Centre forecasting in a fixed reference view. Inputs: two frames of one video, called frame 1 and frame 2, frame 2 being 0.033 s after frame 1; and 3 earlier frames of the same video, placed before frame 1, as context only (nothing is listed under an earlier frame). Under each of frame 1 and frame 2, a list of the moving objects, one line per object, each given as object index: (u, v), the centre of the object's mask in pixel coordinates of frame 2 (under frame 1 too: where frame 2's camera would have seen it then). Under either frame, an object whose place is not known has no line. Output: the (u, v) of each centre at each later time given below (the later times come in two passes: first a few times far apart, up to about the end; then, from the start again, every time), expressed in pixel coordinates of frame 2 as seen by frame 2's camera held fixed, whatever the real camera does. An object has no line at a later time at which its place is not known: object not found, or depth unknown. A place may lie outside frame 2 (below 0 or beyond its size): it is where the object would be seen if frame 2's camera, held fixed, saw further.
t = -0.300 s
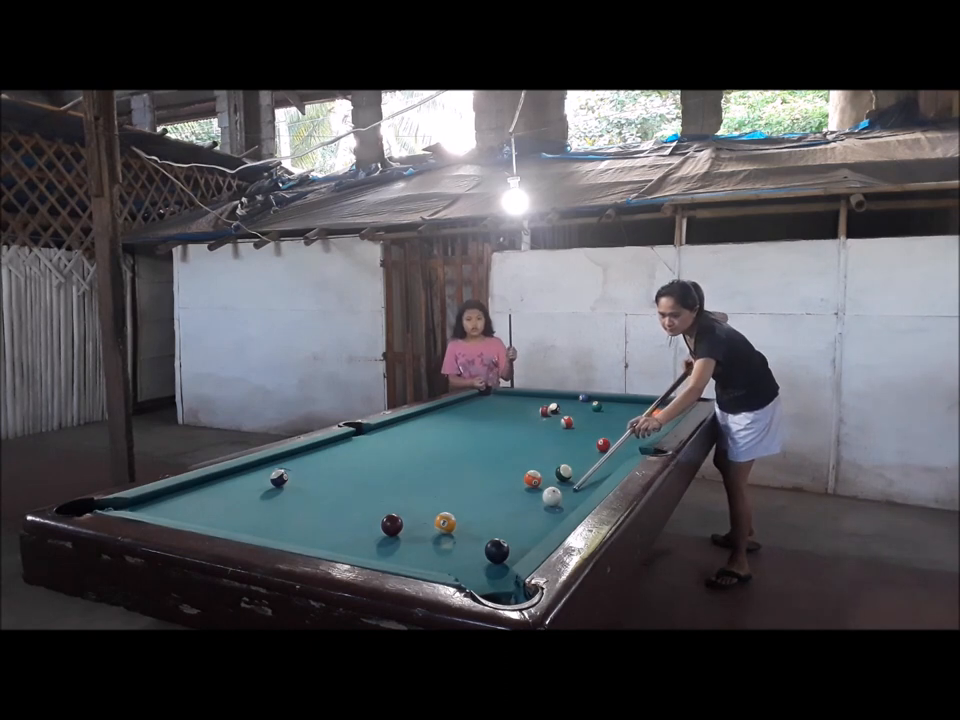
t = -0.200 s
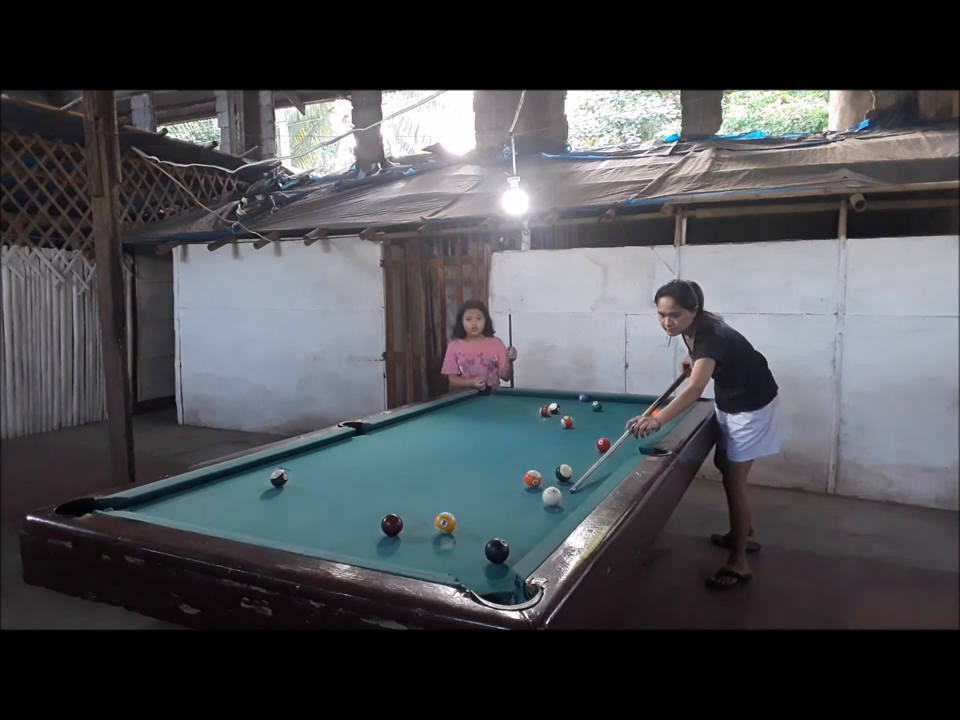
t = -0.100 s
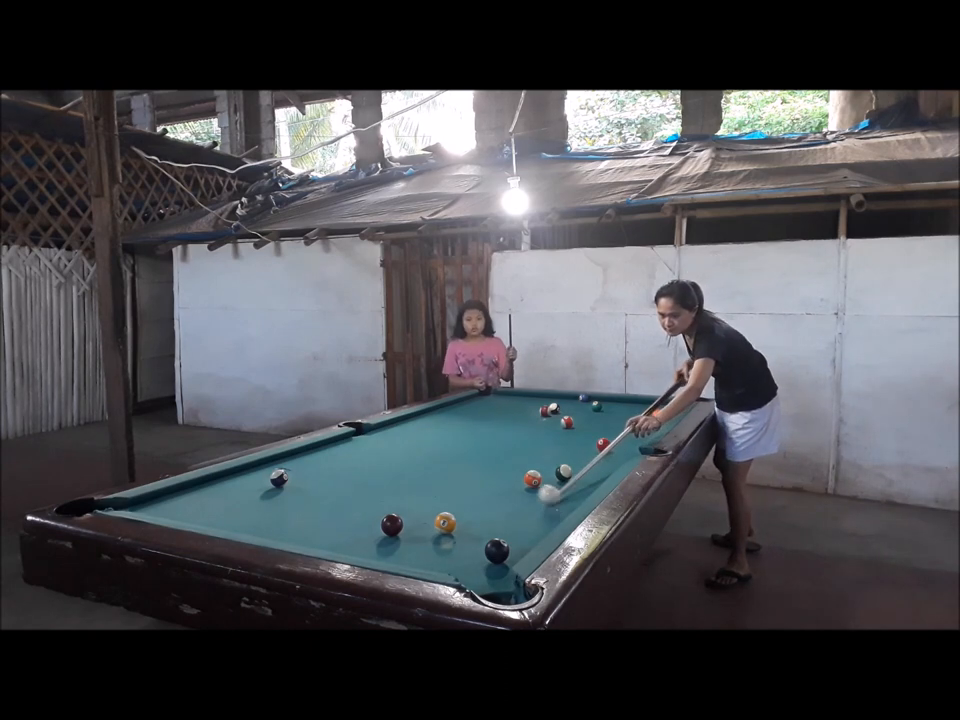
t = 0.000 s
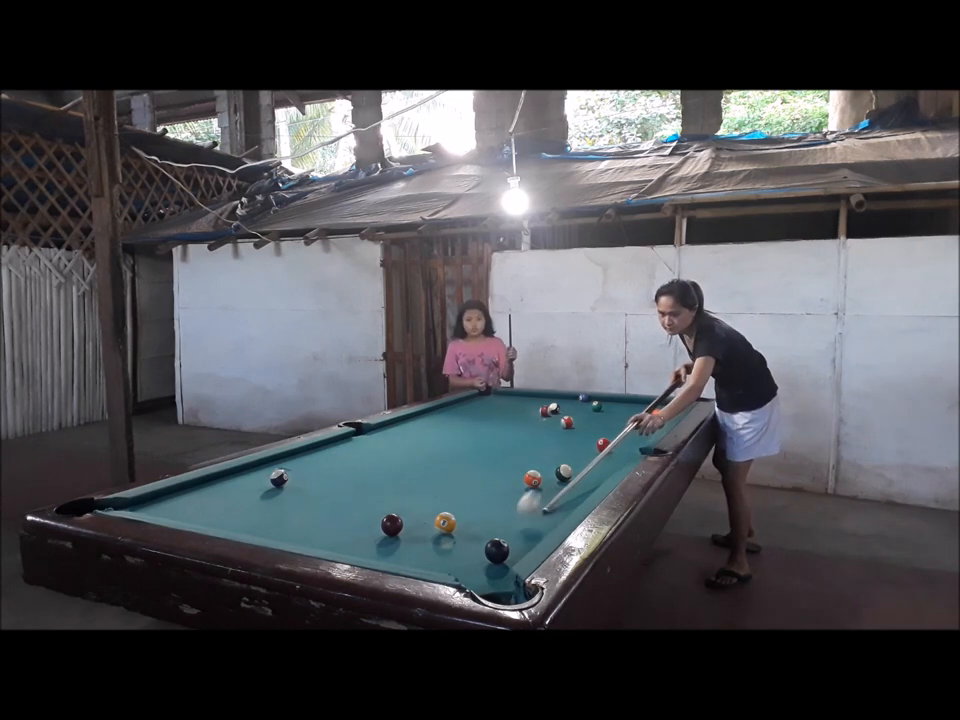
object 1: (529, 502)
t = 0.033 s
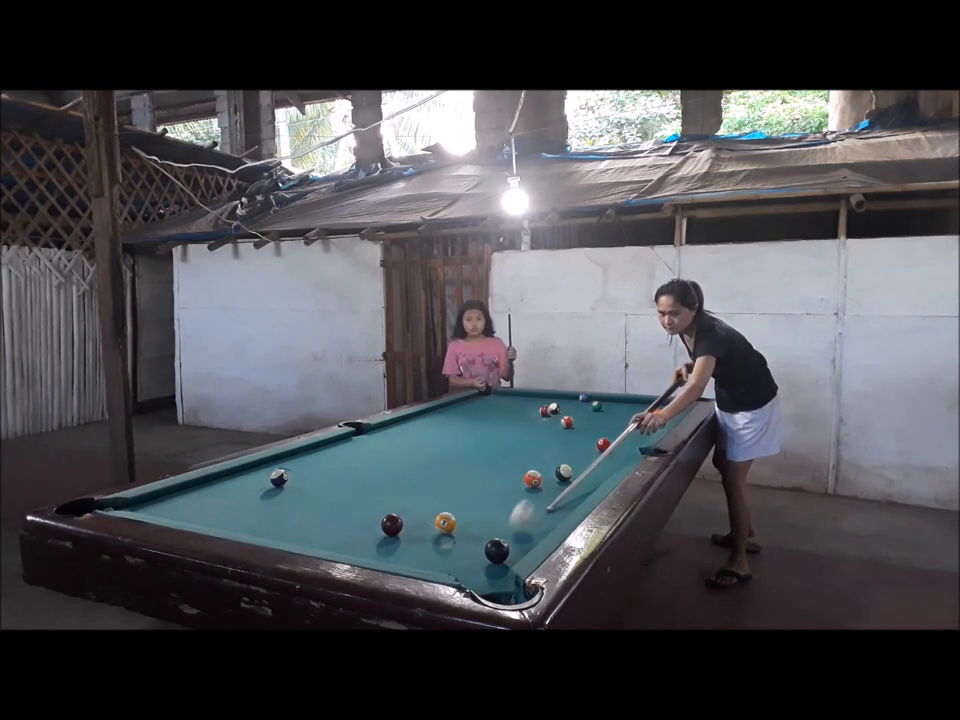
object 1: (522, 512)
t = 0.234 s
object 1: (484, 541)
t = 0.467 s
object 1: (452, 544)
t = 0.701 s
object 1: (421, 546)
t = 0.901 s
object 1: (396, 548)
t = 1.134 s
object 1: (371, 548)
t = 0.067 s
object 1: (515, 523)
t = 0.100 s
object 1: (509, 526)
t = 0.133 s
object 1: (503, 531)
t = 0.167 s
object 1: (497, 535)
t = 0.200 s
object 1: (489, 538)
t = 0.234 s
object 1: (484, 541)
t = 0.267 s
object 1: (480, 542)
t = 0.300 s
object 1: (475, 542)
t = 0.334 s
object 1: (470, 542)
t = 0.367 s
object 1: (466, 543)
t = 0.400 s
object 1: (461, 543)
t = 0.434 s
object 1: (456, 543)
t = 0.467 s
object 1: (452, 544)
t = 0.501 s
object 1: (447, 544)
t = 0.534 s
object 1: (442, 545)
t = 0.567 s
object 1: (438, 545)
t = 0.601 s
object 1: (434, 546)
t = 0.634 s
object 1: (430, 546)
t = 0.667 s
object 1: (425, 546)
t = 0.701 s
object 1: (421, 546)
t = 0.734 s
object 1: (417, 547)
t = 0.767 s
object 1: (413, 547)
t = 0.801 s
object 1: (409, 547)
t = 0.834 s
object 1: (404, 547)
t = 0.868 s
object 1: (401, 548)
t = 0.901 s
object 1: (396, 548)
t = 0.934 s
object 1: (393, 548)
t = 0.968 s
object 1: (389, 548)
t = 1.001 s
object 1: (385, 549)
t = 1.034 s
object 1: (381, 548)
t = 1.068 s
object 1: (377, 549)
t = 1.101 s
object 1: (374, 549)
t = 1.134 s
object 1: (371, 548)
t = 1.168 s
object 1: (367, 548)
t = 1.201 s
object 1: (364, 548)
